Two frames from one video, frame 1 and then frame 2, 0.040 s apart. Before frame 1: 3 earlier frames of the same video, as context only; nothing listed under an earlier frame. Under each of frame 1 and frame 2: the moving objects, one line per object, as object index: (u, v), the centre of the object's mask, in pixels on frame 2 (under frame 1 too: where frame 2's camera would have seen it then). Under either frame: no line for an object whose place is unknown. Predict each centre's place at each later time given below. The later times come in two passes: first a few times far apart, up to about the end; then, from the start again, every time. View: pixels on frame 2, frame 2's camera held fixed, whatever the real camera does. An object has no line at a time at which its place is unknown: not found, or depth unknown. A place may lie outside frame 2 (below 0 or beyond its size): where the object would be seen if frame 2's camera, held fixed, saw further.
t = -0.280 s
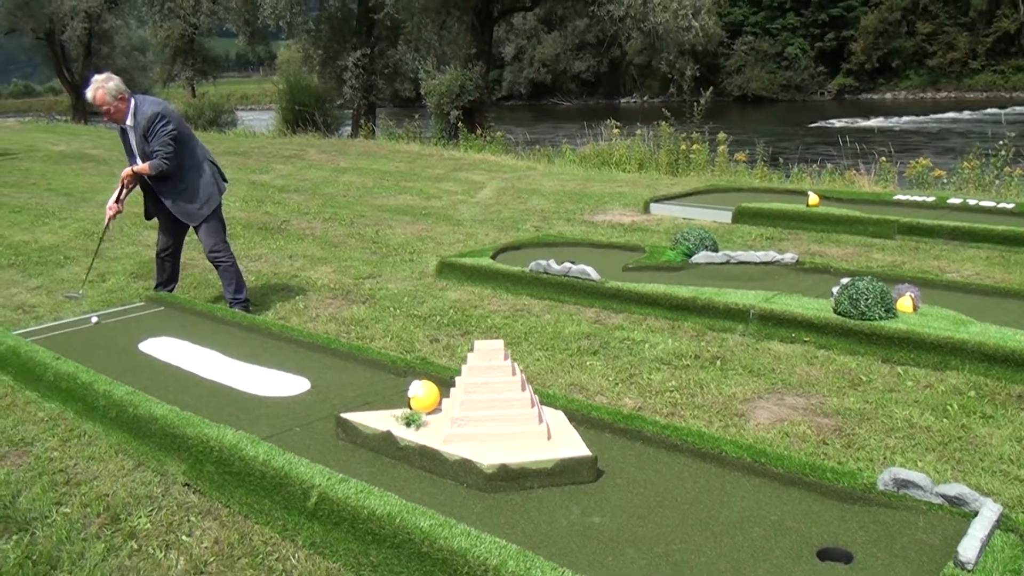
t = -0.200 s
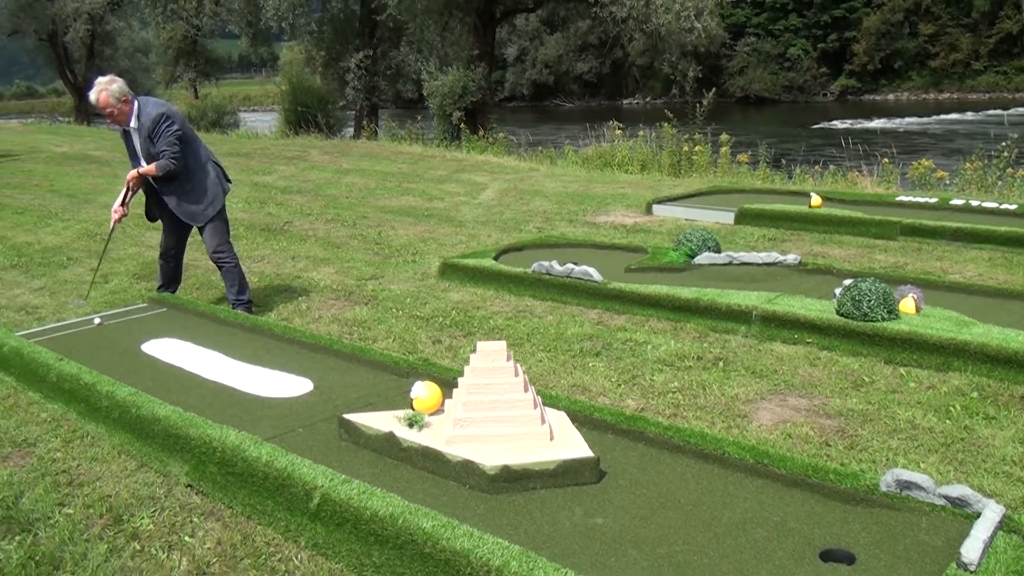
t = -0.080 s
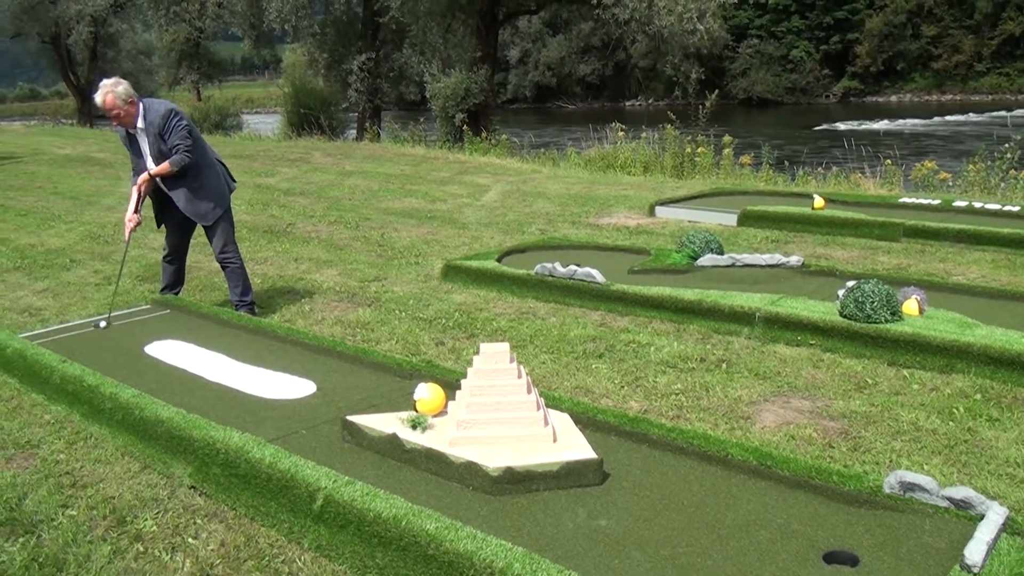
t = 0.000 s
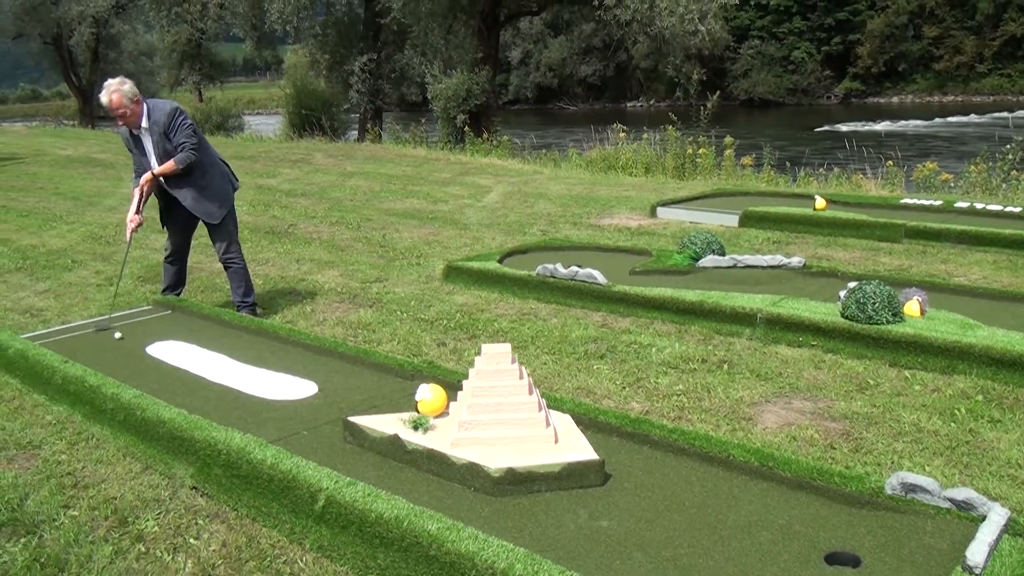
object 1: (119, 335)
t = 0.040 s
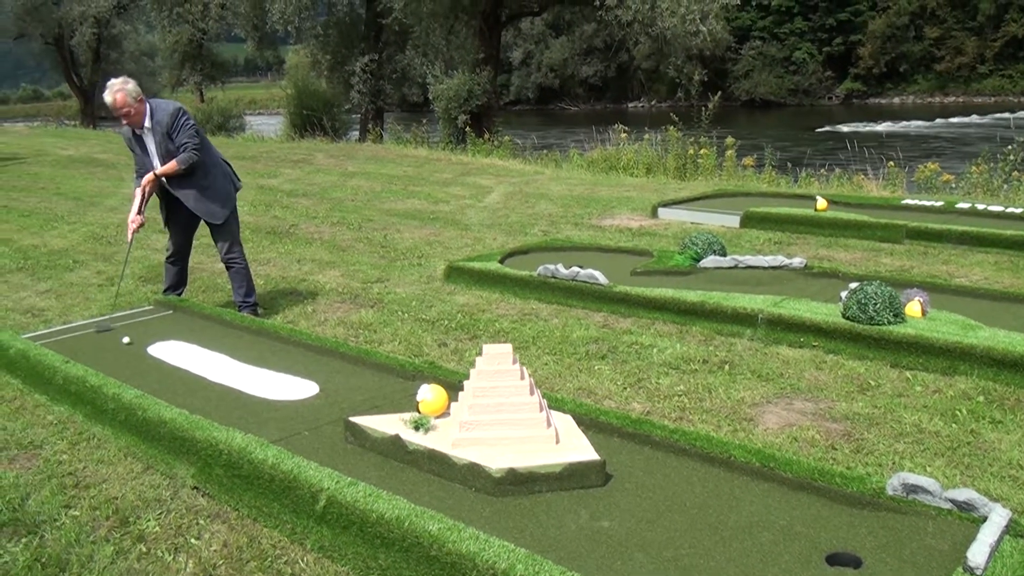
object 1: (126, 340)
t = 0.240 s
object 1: (161, 363)
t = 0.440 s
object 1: (198, 386)
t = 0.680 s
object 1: (252, 414)
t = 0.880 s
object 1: (307, 439)
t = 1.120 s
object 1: (386, 477)
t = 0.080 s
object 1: (133, 345)
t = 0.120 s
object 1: (140, 350)
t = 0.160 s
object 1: (146, 354)
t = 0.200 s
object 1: (154, 359)
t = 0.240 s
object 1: (161, 363)
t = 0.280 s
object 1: (168, 368)
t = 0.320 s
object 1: (175, 372)
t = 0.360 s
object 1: (183, 376)
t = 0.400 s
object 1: (190, 381)
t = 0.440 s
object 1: (198, 386)
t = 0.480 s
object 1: (206, 390)
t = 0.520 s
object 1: (214, 395)
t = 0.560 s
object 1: (223, 400)
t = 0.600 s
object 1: (232, 405)
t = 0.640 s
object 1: (242, 410)
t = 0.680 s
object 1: (252, 414)
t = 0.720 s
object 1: (263, 419)
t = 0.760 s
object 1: (274, 423)
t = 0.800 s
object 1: (285, 428)
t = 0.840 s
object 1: (296, 434)
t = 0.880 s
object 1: (307, 439)
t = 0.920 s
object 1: (319, 446)
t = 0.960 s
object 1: (331, 452)
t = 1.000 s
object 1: (344, 458)
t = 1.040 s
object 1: (357, 464)
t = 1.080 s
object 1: (372, 471)
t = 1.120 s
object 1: (386, 477)
